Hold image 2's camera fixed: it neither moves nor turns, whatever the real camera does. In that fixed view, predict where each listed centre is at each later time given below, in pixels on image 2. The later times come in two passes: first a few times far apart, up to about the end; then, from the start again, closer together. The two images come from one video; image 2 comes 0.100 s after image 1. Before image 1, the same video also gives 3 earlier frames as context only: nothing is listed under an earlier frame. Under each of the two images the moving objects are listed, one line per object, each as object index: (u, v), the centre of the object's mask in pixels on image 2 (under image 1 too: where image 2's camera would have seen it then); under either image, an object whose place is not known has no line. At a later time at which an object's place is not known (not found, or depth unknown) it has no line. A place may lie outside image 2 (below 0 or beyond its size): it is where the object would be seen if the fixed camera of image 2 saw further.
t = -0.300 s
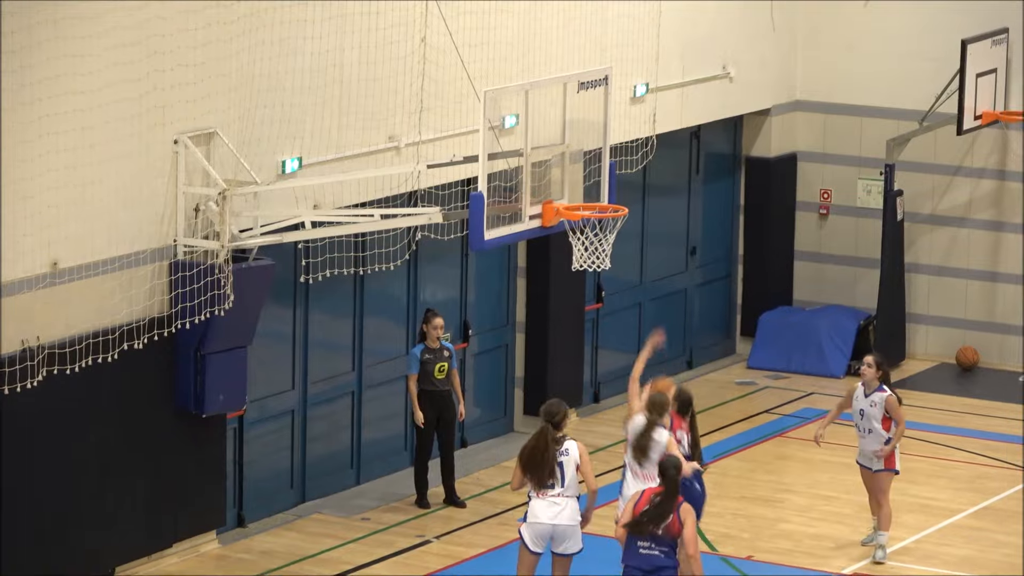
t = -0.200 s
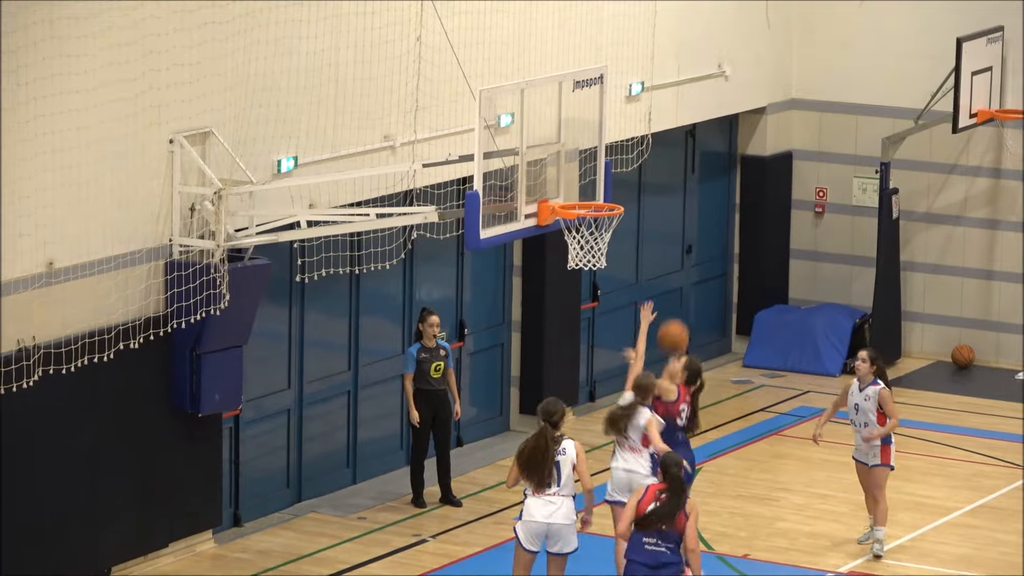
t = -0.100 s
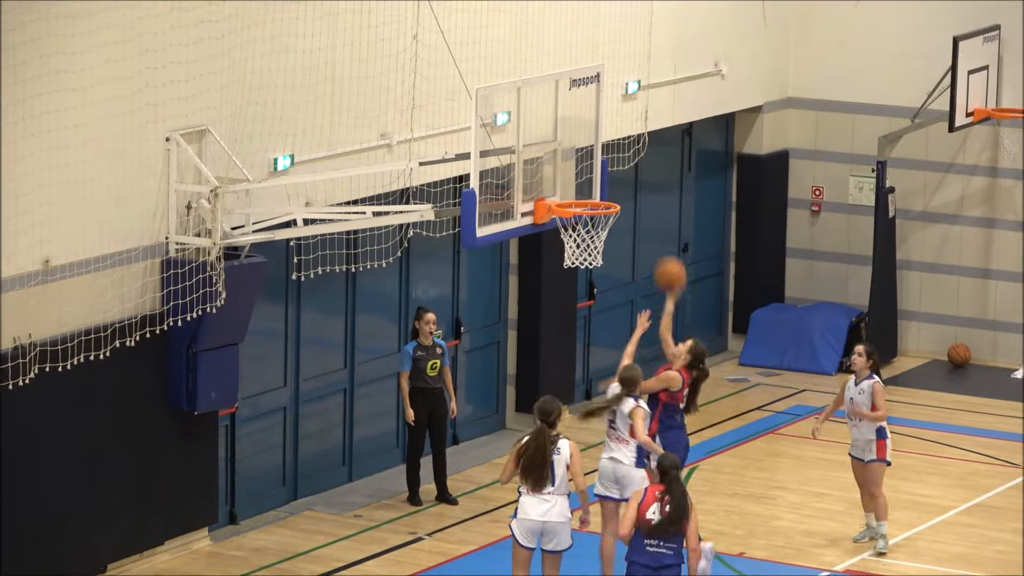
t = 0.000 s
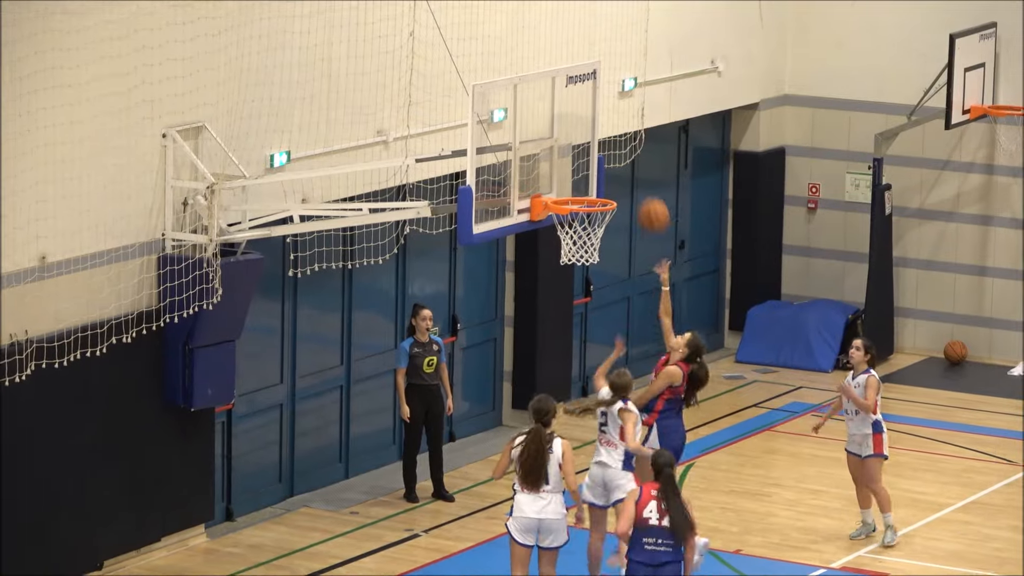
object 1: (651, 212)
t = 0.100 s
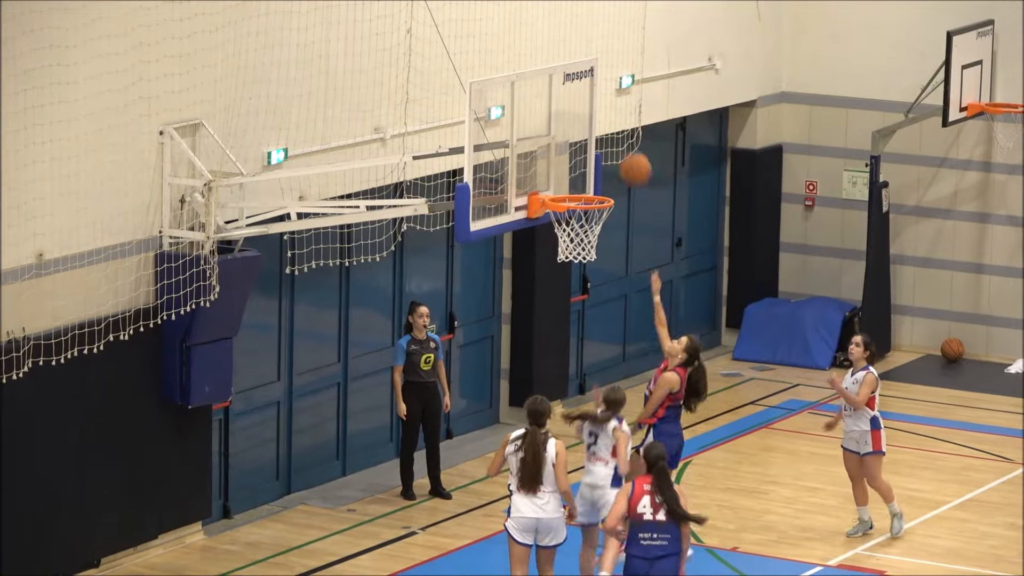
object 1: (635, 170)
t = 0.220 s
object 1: (616, 133)
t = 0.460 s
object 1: (576, 116)
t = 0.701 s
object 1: (566, 169)
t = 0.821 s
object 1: (577, 195)
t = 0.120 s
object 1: (632, 162)
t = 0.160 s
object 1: (626, 149)
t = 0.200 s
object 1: (619, 138)
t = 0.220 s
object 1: (616, 133)
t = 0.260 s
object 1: (609, 124)
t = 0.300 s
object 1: (603, 119)
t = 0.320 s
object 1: (599, 116)
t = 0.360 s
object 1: (593, 113)
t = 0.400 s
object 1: (586, 113)
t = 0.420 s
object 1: (583, 113)
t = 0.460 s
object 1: (576, 116)
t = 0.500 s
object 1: (569, 121)
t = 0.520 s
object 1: (566, 123)
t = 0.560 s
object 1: (565, 129)
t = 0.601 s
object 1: (565, 138)
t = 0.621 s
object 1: (566, 143)
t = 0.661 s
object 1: (566, 155)
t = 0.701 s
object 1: (566, 169)
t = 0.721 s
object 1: (566, 177)
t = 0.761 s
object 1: (568, 189)
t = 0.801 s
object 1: (573, 193)
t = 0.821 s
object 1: (577, 195)
